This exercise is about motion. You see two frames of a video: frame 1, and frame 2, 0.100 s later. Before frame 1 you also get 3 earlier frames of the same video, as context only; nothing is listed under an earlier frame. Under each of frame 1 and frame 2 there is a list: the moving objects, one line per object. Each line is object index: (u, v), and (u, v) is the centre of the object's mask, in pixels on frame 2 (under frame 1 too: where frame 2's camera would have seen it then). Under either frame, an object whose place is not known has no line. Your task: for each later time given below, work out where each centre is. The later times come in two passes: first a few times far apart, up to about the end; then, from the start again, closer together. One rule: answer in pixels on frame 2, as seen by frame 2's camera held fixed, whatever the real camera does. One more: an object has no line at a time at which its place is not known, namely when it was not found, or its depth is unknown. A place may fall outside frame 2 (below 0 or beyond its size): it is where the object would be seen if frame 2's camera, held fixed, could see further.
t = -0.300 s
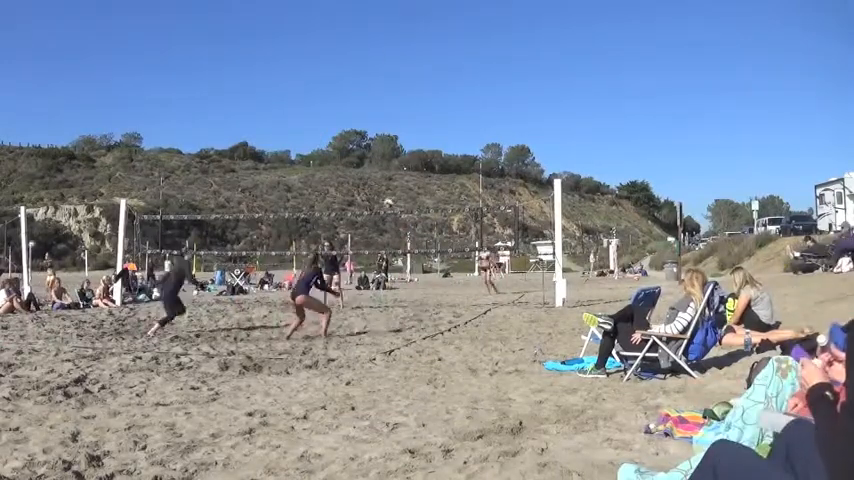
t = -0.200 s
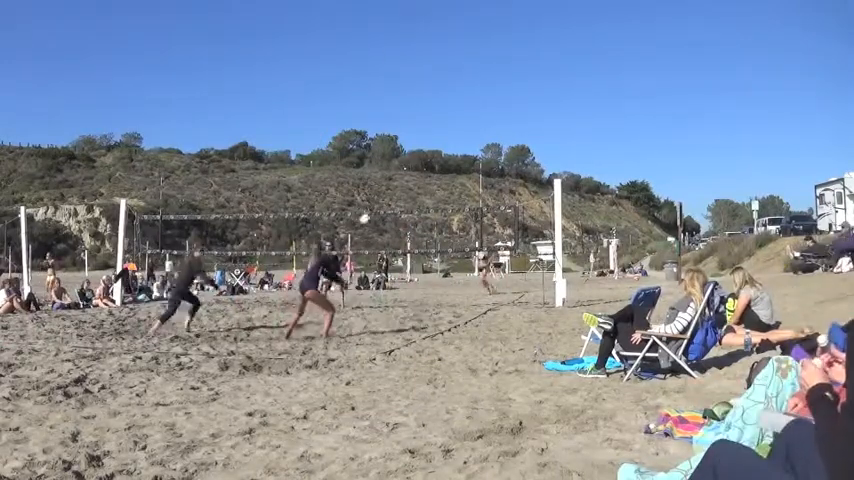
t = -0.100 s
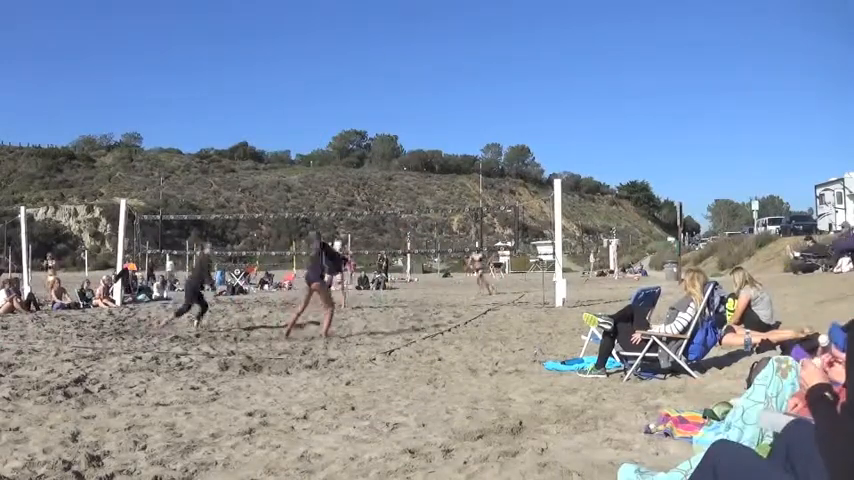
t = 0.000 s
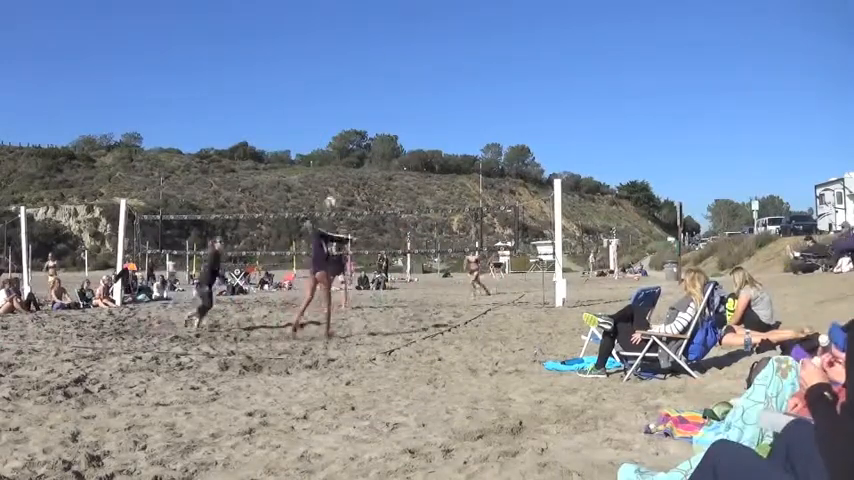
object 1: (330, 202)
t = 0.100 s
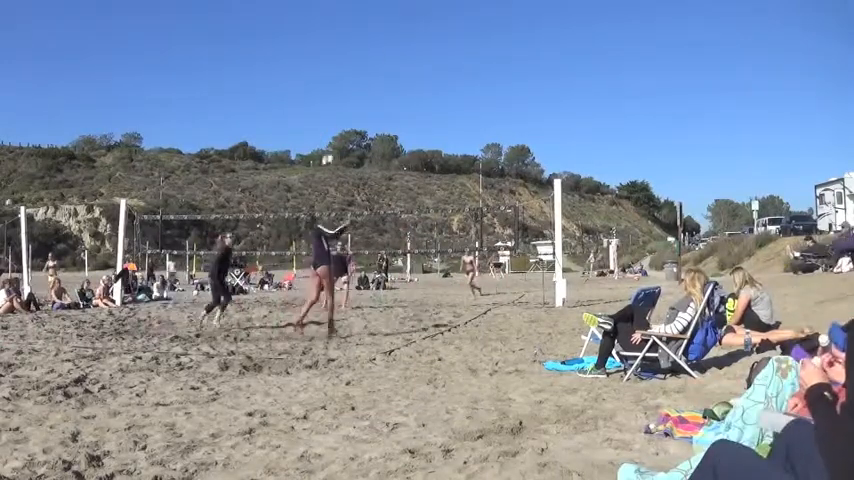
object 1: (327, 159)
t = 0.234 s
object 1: (324, 117)
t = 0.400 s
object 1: (319, 78)
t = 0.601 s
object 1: (312, 56)
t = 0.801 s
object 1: (306, 57)
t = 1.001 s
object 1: (299, 78)
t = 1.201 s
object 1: (292, 120)
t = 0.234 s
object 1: (324, 117)
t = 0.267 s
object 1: (322, 107)
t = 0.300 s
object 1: (322, 99)
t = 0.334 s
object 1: (320, 92)
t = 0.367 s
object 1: (320, 85)
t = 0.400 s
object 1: (319, 78)
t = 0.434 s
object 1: (318, 74)
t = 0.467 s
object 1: (317, 70)
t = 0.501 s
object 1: (318, 64)
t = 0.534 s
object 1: (315, 61)
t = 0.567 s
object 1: (314, 58)
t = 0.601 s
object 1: (312, 56)
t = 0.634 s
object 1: (311, 55)
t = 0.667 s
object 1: (310, 54)
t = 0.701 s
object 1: (309, 53)
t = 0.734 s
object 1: (308, 54)
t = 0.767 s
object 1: (306, 55)
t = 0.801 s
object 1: (306, 57)
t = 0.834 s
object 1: (305, 59)
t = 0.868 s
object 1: (304, 61)
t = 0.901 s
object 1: (303, 64)
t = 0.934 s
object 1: (302, 68)
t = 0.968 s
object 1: (301, 73)
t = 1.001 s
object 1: (299, 78)
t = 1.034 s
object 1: (297, 84)
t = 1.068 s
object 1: (298, 90)
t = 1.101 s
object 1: (296, 97)
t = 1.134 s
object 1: (295, 104)
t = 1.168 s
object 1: (294, 113)
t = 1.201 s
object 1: (292, 120)
